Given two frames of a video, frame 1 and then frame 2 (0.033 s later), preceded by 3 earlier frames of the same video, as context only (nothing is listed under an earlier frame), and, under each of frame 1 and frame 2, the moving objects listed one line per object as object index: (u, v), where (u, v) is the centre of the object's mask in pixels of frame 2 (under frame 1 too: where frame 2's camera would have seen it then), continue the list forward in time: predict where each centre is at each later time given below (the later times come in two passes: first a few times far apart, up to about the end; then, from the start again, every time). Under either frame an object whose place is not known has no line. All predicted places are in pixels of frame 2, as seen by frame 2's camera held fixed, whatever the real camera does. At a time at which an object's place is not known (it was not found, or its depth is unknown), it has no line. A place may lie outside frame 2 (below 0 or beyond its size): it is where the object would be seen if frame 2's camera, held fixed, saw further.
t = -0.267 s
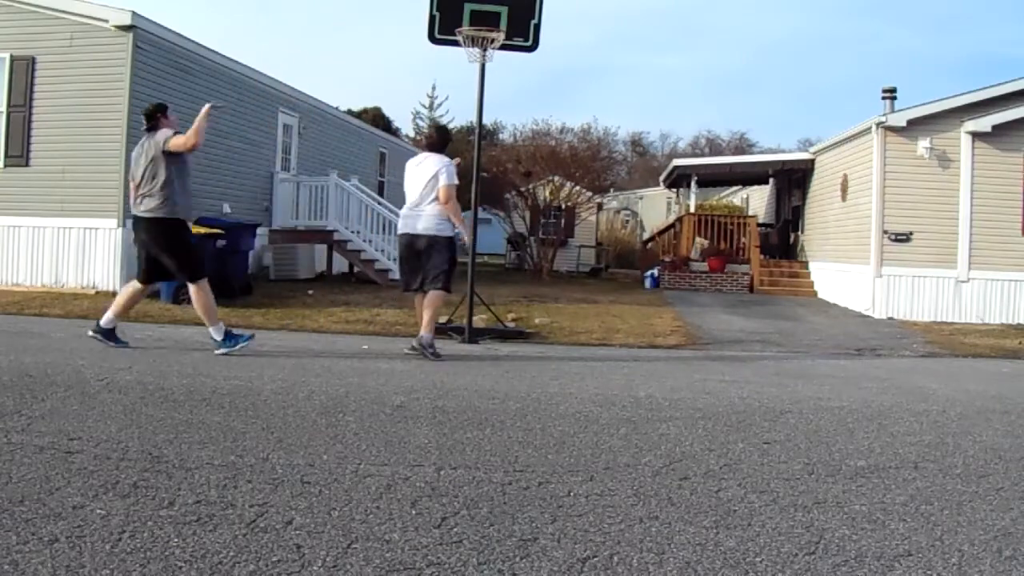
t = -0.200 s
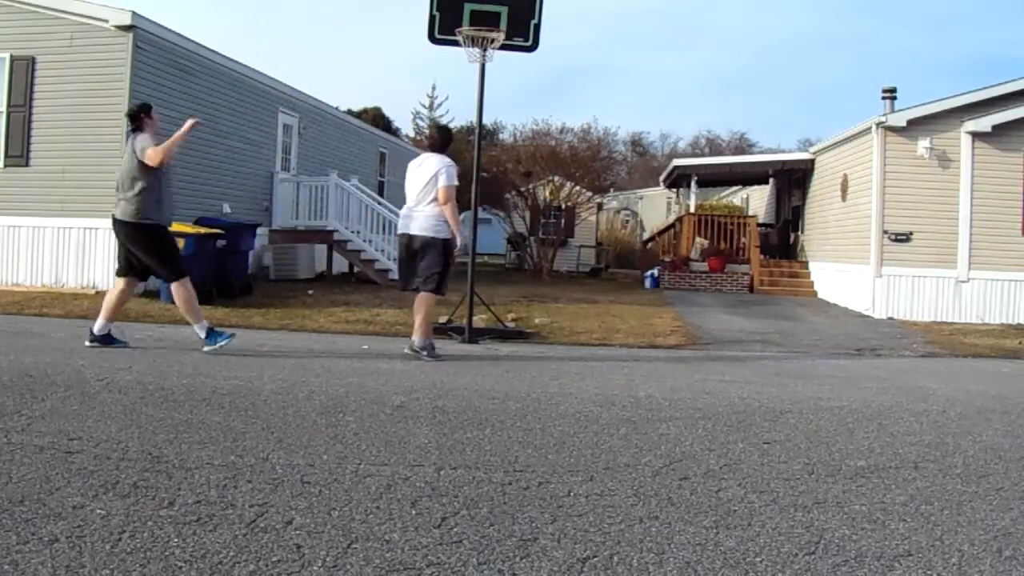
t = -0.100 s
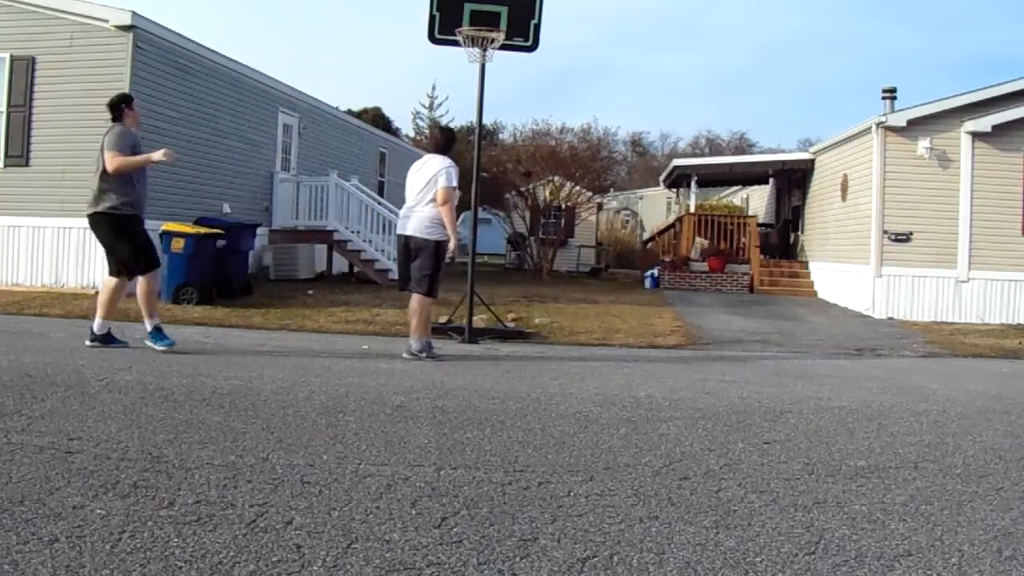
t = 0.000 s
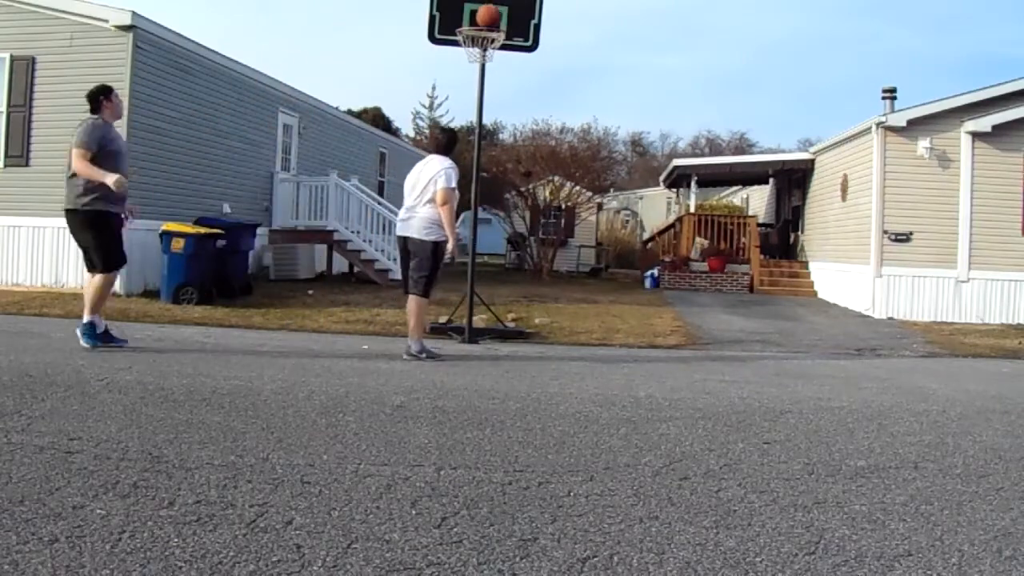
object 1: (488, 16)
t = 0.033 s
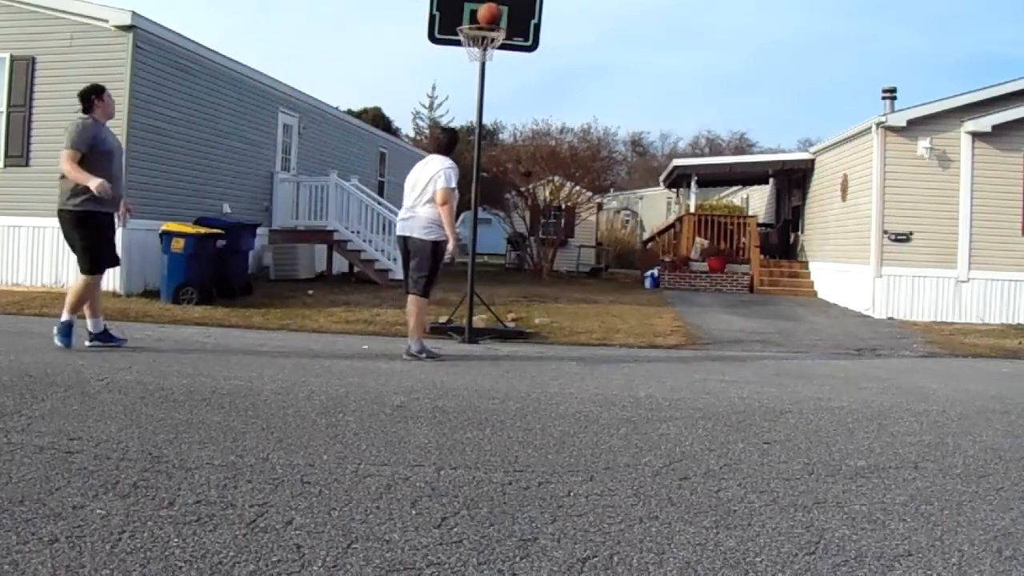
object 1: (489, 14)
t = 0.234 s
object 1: (493, 25)
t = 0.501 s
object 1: (467, 51)
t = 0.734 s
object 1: (477, 67)
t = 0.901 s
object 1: (488, 108)
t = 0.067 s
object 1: (490, 14)
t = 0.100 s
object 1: (490, 15)
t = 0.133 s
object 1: (491, 16)
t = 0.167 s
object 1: (492, 17)
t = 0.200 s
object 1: (493, 20)
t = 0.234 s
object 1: (493, 25)
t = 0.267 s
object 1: (492, 25)
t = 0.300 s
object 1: (488, 29)
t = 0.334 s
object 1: (484, 32)
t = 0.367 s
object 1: (482, 35)
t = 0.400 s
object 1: (477, 40)
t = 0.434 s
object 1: (474, 45)
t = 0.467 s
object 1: (469, 49)
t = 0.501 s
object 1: (467, 51)
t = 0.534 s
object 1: (467, 50)
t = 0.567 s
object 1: (467, 52)
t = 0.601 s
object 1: (468, 55)
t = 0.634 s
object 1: (471, 57)
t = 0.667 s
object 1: (472, 58)
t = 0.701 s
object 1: (475, 62)
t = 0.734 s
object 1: (477, 67)
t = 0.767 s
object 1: (480, 73)
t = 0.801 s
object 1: (482, 80)
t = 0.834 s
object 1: (484, 89)
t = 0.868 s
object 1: (485, 98)
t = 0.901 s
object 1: (488, 108)
